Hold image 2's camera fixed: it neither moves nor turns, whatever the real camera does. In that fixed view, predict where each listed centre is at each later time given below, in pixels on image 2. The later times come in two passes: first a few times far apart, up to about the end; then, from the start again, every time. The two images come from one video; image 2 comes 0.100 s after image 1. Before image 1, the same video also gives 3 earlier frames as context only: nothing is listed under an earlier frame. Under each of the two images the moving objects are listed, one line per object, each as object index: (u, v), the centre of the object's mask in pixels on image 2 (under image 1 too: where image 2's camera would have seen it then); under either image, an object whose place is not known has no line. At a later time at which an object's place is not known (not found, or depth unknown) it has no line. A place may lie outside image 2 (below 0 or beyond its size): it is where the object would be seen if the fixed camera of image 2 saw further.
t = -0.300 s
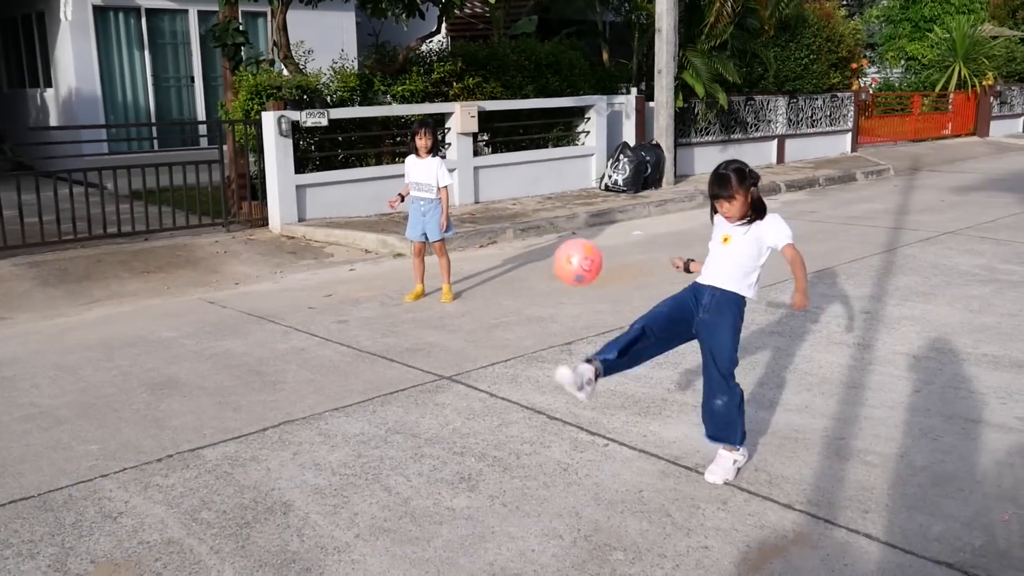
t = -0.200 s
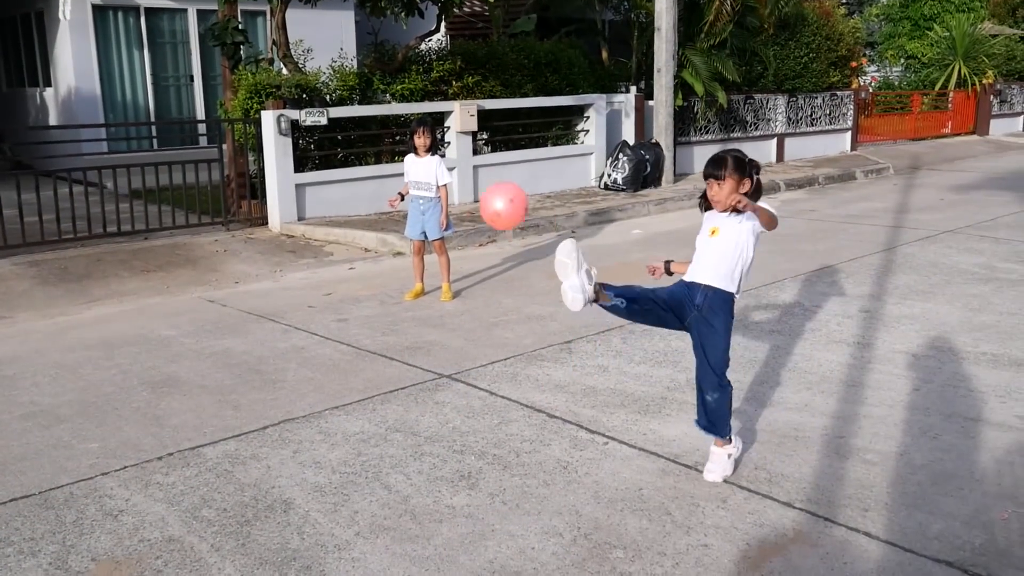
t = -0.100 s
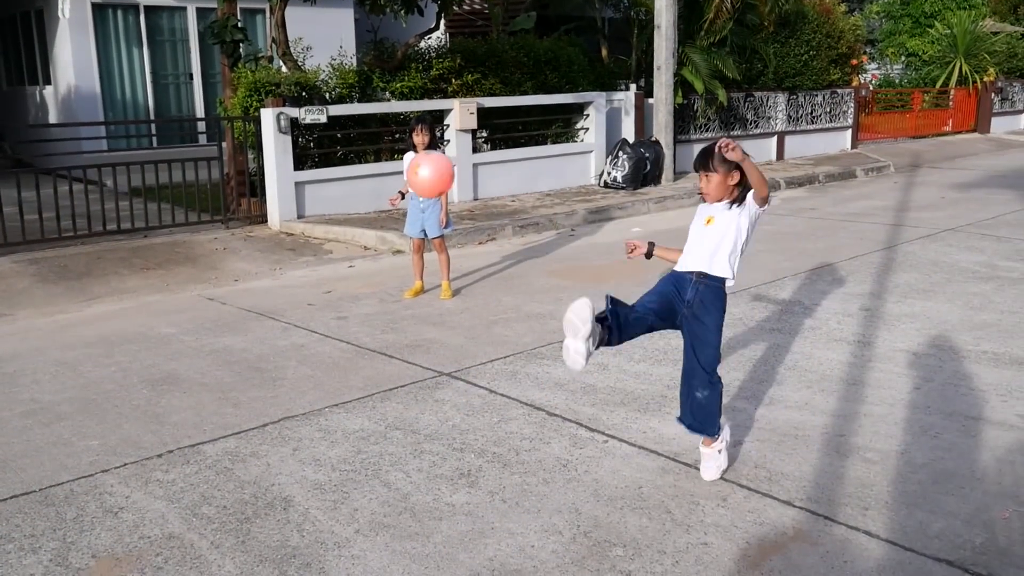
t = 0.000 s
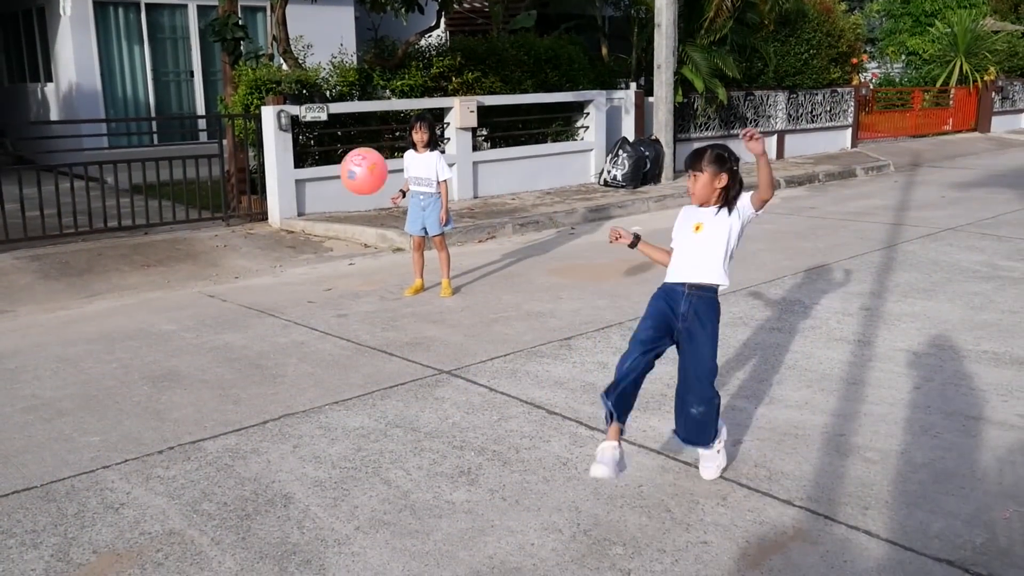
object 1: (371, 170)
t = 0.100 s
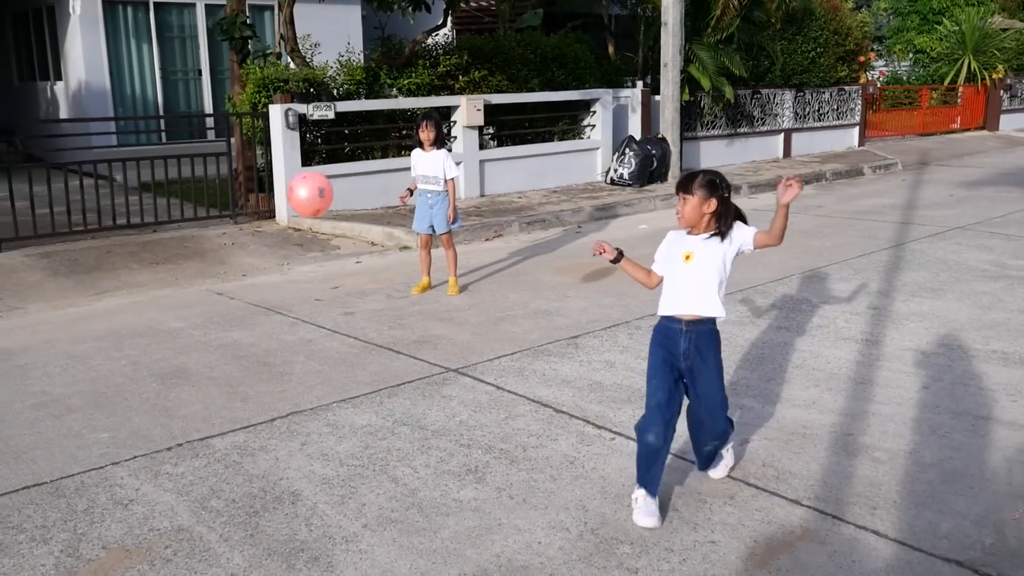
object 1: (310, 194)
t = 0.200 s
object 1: (253, 238)
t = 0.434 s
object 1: (152, 402)
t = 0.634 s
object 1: (97, 277)
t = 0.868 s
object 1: (52, 239)
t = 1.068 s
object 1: (23, 292)
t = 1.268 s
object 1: (0, 331)
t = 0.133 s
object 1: (290, 207)
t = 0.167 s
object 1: (271, 221)
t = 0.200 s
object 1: (253, 238)
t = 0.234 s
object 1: (237, 258)
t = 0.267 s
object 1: (221, 280)
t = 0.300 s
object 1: (206, 304)
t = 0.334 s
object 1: (191, 330)
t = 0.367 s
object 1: (177, 356)
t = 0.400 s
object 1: (163, 384)
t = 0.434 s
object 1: (152, 402)
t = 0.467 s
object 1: (142, 375)
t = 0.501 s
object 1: (132, 351)
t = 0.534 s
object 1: (122, 329)
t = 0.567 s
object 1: (113, 309)
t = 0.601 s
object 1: (105, 292)
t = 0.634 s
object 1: (97, 277)
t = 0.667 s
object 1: (90, 265)
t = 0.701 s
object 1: (83, 255)
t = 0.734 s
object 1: (76, 248)
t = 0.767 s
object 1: (69, 242)
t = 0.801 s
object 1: (64, 239)
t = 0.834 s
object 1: (58, 238)
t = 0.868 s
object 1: (52, 239)
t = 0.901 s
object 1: (46, 243)
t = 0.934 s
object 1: (41, 249)
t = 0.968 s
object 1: (36, 257)
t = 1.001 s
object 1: (31, 267)
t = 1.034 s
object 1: (26, 279)
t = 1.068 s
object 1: (23, 292)
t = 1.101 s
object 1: (19, 307)
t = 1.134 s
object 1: (16, 324)
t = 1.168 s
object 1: (13, 343)
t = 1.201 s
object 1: (11, 362)
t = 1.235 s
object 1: (6, 349)
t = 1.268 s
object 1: (0, 331)
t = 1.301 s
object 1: (-5, 315)
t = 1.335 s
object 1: (-9, 301)
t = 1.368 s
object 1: (-14, 289)
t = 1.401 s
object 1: (-17, 279)
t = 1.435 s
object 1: (-21, 270)
